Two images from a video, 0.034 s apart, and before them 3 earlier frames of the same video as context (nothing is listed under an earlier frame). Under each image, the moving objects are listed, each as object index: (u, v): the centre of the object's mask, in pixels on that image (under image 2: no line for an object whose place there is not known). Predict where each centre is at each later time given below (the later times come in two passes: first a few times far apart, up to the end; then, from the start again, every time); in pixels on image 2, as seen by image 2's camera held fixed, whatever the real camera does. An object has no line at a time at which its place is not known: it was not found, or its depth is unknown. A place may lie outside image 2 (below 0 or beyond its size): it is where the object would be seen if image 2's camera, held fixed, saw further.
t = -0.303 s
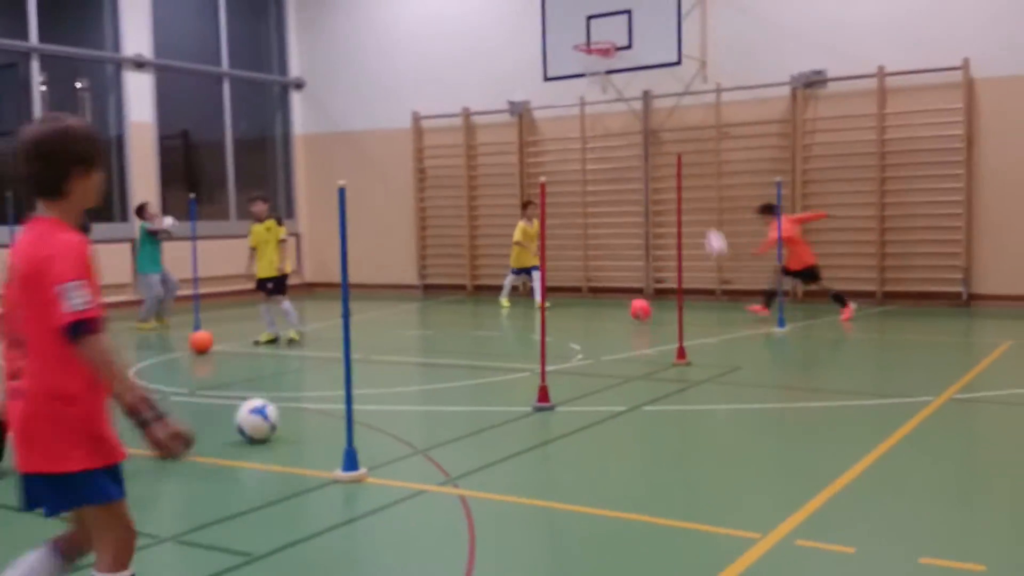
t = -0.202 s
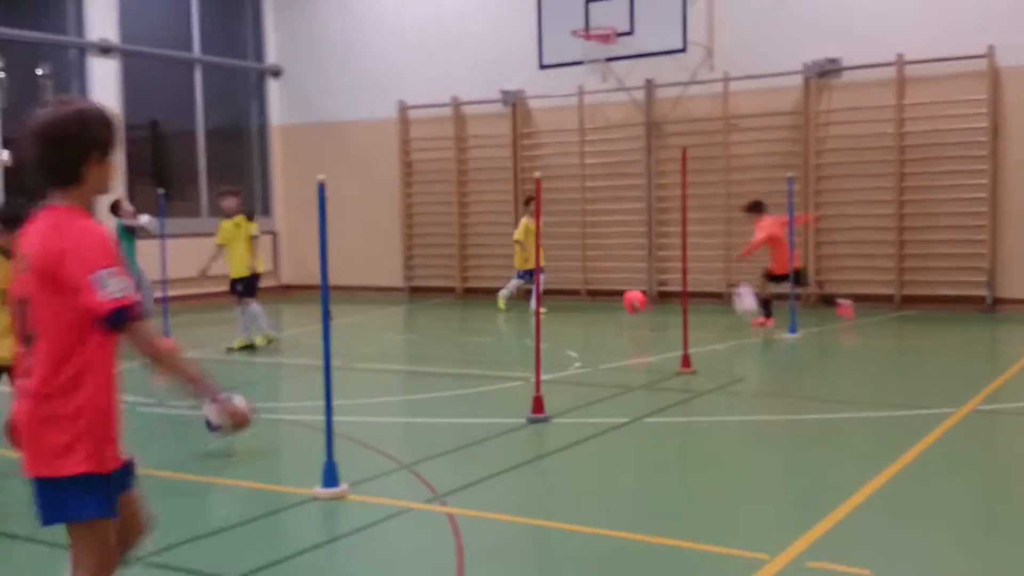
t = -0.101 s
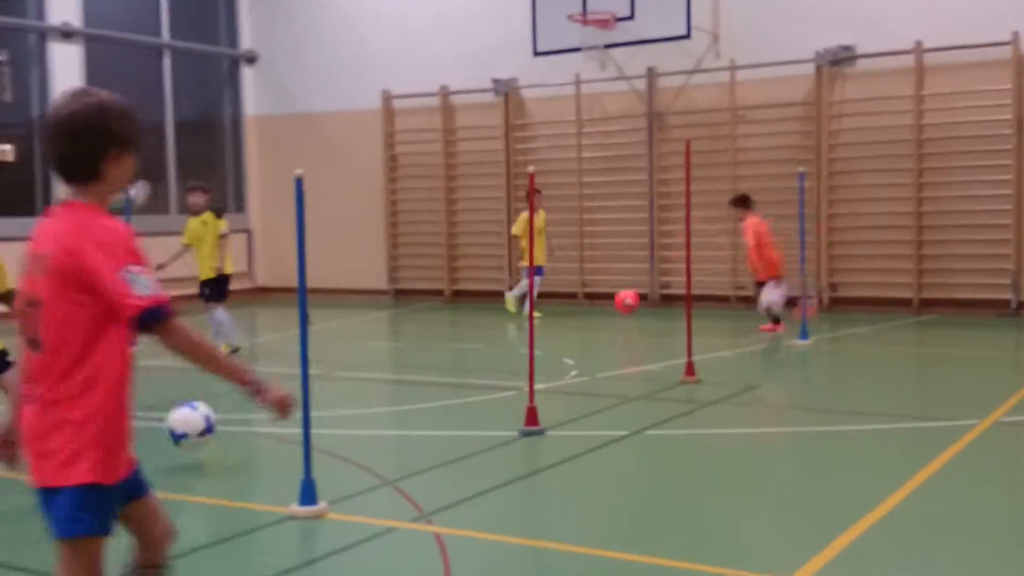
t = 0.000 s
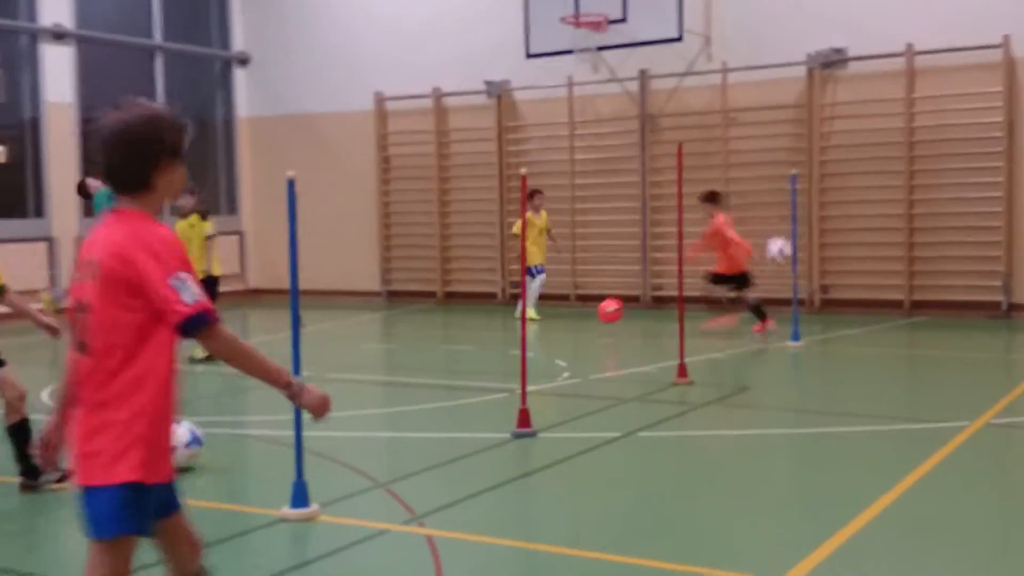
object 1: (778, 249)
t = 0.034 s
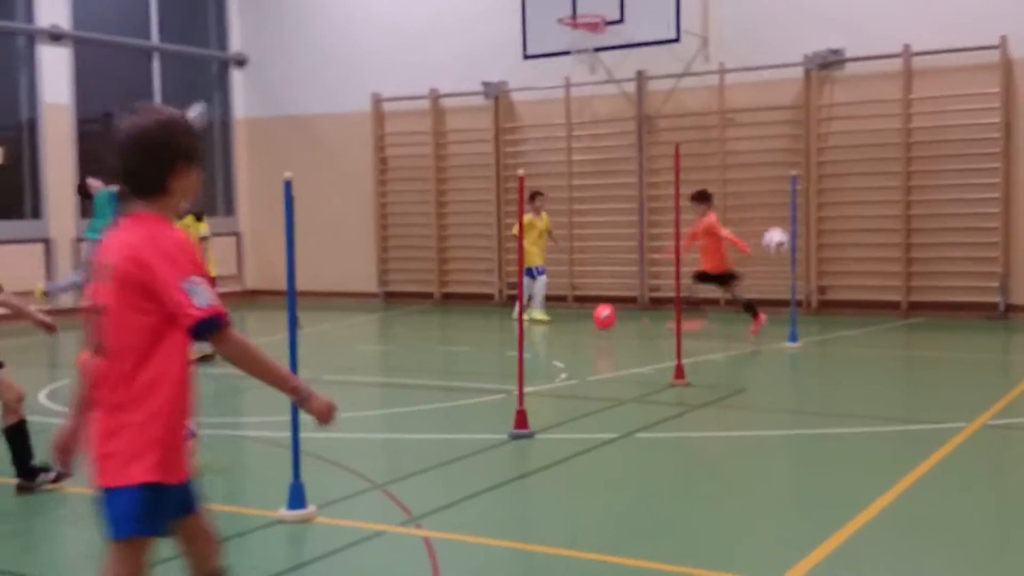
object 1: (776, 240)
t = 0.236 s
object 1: (769, 208)
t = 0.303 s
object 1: (768, 207)
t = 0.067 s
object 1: (775, 231)
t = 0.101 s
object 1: (775, 223)
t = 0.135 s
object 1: (774, 219)
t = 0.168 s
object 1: (771, 214)
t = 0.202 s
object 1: (771, 210)
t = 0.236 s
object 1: (769, 208)
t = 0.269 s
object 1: (768, 207)
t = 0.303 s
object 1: (768, 207)
